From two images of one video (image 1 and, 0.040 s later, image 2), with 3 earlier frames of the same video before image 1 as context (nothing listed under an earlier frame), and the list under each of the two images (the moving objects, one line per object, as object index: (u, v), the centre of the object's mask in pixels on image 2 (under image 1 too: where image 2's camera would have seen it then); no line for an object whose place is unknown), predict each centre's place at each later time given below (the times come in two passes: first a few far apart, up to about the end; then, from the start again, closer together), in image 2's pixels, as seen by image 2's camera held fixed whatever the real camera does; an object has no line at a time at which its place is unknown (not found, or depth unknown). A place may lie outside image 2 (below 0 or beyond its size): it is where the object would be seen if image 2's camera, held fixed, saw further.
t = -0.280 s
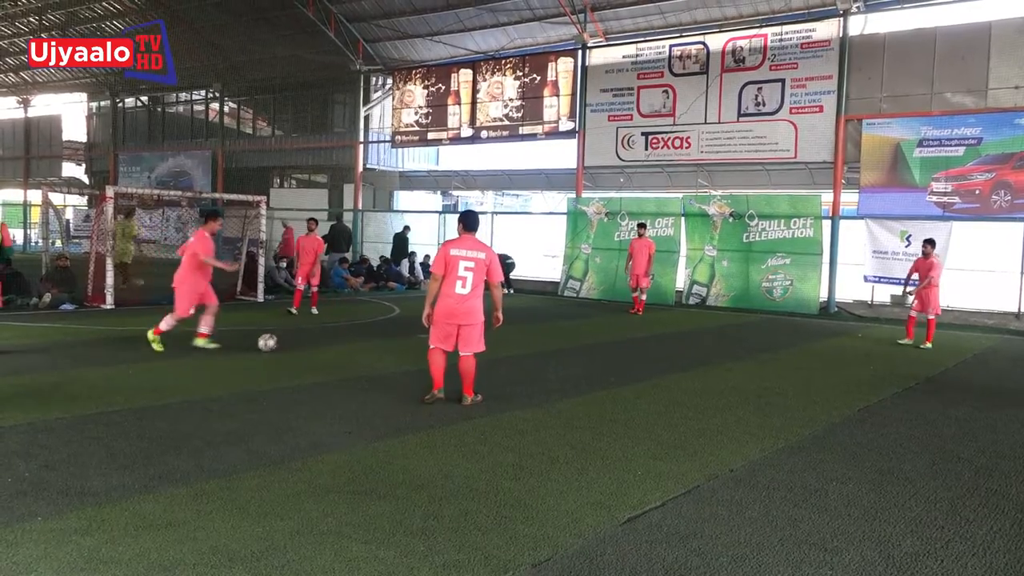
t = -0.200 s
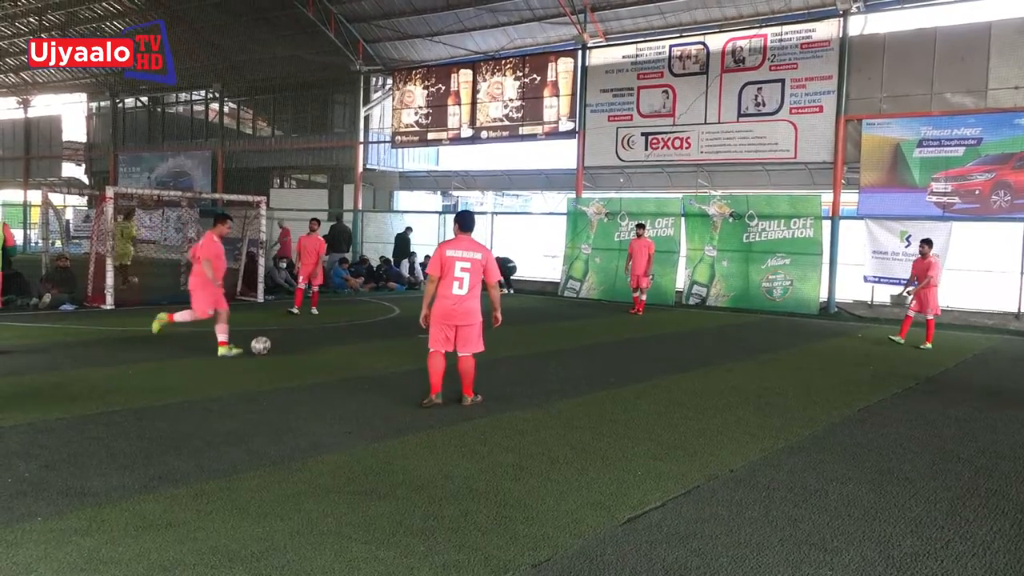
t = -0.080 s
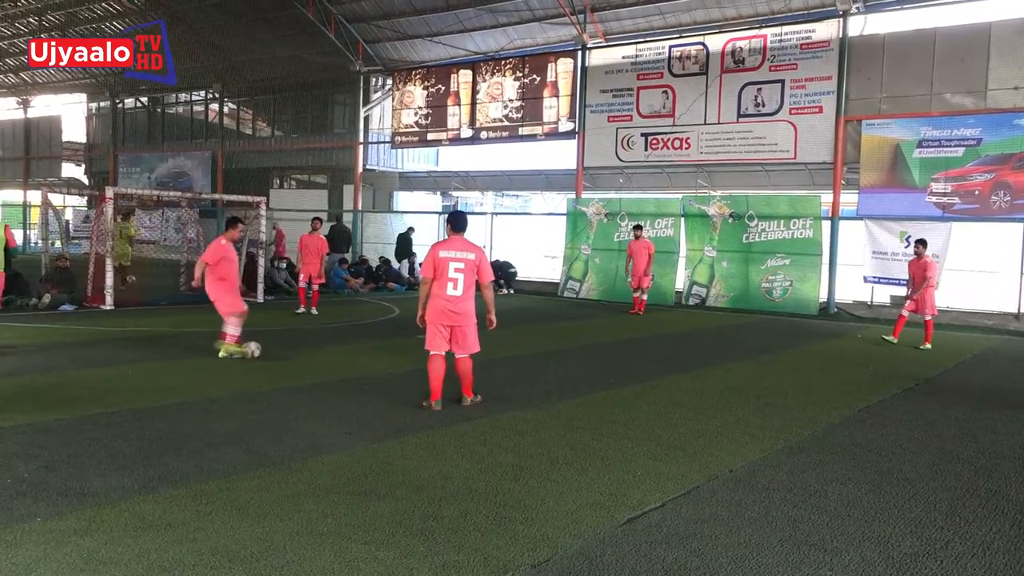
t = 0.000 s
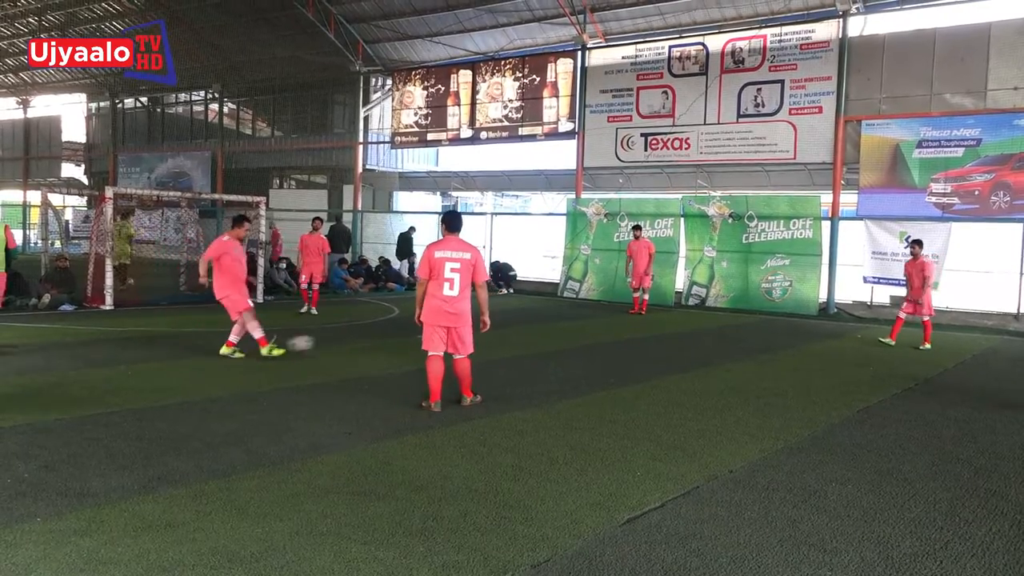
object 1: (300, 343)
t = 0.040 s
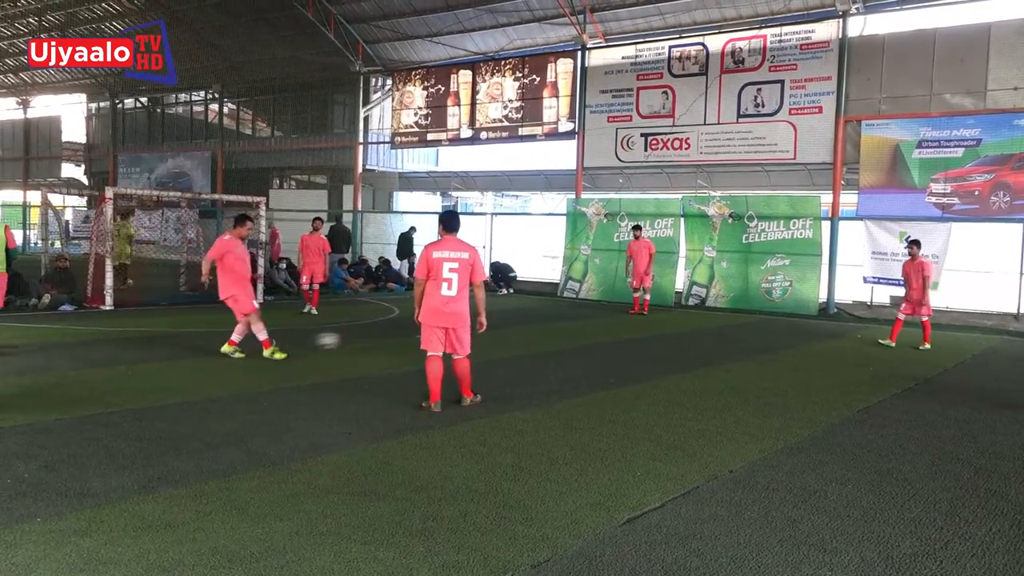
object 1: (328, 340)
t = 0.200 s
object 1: (410, 331)
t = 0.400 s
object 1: (492, 325)
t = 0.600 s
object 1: (545, 320)
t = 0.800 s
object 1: (587, 316)
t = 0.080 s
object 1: (353, 338)
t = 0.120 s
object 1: (377, 337)
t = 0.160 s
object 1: (397, 334)
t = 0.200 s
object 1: (410, 331)
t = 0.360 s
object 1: (480, 326)
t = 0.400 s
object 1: (492, 325)
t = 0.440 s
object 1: (503, 323)
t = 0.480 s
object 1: (514, 322)
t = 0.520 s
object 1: (525, 320)
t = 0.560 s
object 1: (535, 320)
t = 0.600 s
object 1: (545, 320)
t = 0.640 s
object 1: (554, 318)
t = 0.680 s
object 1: (562, 318)
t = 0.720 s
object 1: (571, 317)
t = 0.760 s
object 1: (579, 316)
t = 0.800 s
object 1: (587, 316)
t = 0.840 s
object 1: (594, 315)
